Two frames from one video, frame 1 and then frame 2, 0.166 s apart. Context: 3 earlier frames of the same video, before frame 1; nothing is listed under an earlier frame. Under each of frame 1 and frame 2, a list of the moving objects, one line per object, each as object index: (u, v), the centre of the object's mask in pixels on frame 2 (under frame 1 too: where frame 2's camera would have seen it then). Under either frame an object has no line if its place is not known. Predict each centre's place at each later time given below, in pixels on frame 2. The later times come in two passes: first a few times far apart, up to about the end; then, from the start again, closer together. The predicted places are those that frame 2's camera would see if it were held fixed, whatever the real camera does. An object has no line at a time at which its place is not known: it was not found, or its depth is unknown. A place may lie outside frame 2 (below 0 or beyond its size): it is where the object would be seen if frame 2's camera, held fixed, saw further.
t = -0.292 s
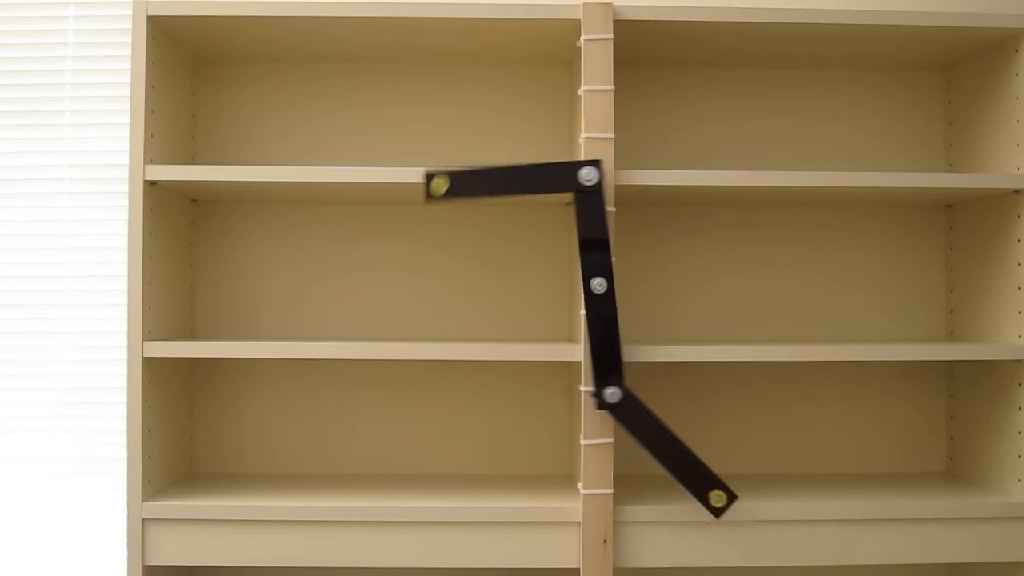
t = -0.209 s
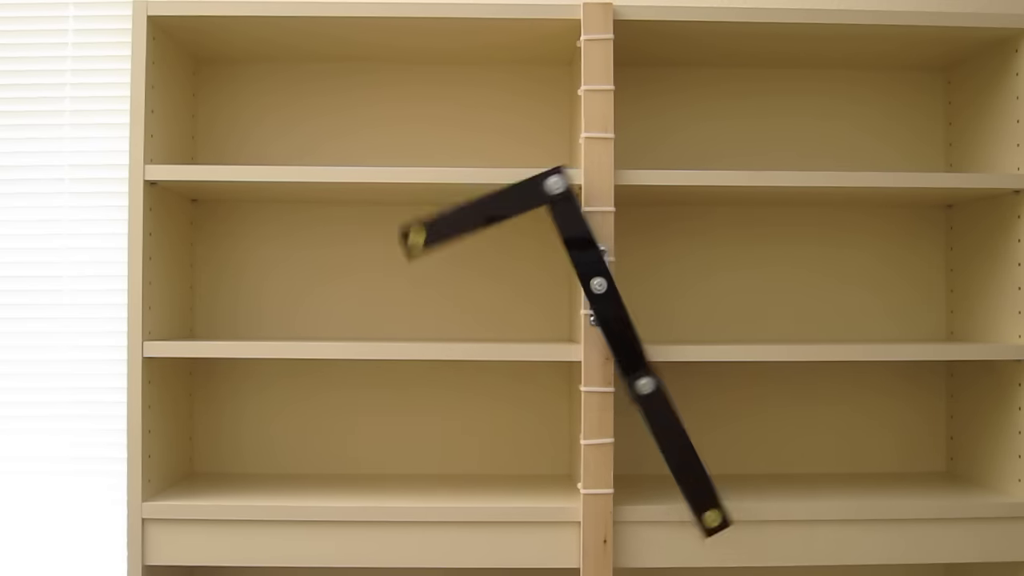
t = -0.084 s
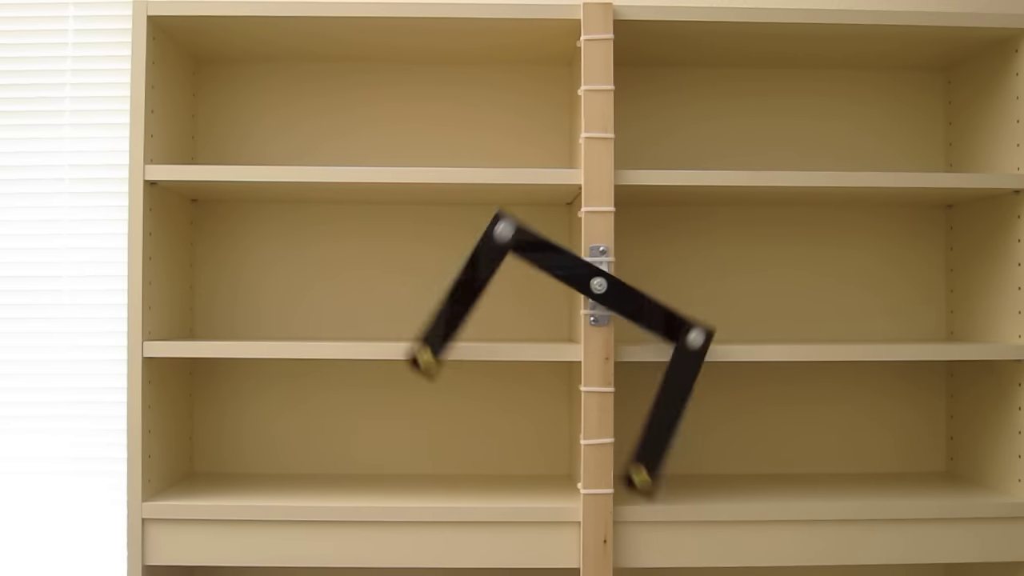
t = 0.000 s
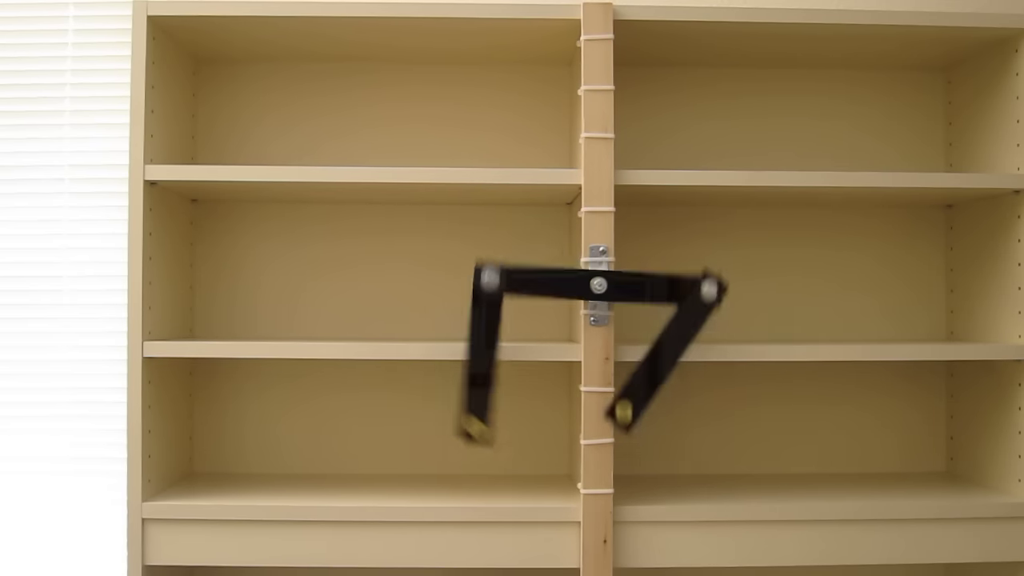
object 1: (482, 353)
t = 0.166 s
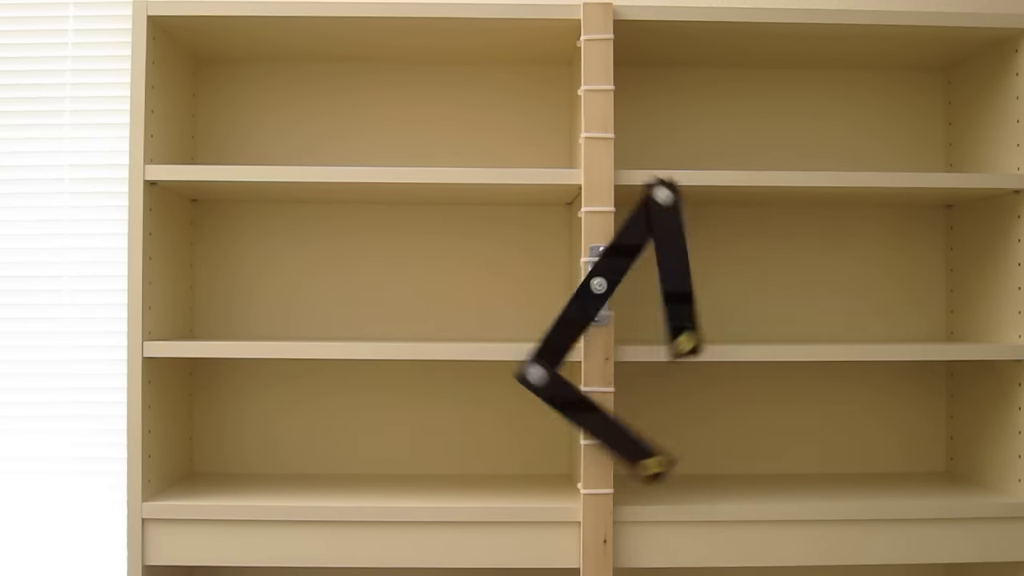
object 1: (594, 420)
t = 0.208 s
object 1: (624, 418)
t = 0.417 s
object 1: (698, 376)
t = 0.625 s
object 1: (688, 386)
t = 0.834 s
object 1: (646, 412)
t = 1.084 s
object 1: (543, 408)
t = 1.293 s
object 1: (466, 317)
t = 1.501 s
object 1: (467, 251)
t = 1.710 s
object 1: (489, 203)
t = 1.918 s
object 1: (497, 193)
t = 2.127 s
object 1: (464, 269)
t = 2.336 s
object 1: (521, 397)
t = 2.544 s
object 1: (671, 405)
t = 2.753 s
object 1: (721, 340)
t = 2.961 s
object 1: (722, 337)
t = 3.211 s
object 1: (689, 385)
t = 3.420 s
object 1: (588, 419)
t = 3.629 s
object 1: (471, 334)
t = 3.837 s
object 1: (478, 220)
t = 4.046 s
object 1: (524, 171)
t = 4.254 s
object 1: (549, 158)
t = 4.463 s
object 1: (511, 181)
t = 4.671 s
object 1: (464, 297)
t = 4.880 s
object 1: (556, 413)
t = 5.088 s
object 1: (658, 406)
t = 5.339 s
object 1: (662, 404)
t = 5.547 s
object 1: (623, 418)
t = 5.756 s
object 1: (561, 414)
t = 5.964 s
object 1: (476, 344)
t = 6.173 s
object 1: (463, 289)
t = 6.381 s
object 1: (471, 233)
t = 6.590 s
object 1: (475, 226)
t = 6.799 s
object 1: (463, 271)
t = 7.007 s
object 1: (511, 387)
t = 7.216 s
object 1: (628, 419)
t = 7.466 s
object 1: (713, 355)
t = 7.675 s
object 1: (712, 357)
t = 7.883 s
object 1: (663, 404)
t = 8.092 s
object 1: (562, 415)
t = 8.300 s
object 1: (469, 324)
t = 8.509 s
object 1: (468, 245)
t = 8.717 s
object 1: (480, 216)
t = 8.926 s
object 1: (476, 224)
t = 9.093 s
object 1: (466, 254)
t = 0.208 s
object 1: (624, 418)
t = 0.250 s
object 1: (648, 411)
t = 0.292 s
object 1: (667, 401)
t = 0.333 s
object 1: (682, 392)
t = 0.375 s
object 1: (692, 383)
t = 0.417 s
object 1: (698, 376)
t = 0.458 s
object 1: (701, 373)
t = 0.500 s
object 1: (701, 373)
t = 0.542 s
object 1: (697, 377)
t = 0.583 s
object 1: (692, 382)
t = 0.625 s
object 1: (688, 386)
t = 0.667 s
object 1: (682, 391)
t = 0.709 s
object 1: (677, 396)
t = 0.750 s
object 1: (668, 401)
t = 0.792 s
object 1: (658, 406)
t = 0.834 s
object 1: (646, 412)
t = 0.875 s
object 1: (634, 416)
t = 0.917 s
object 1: (621, 419)
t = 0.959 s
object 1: (606, 421)
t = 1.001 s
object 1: (588, 420)
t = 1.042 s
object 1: (567, 417)
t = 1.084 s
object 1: (543, 408)
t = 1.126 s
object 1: (519, 394)
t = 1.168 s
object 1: (498, 376)
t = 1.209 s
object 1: (483, 357)
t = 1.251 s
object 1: (472, 336)
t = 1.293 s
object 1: (466, 317)
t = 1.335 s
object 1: (464, 302)
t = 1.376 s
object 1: (462, 290)
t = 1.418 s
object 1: (462, 278)
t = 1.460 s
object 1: (464, 265)
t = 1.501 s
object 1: (467, 251)
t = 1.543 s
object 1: (471, 236)
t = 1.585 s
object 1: (477, 224)
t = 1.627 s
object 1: (482, 214)
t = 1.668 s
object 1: (486, 207)
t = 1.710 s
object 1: (489, 203)
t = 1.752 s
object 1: (491, 200)
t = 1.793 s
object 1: (494, 197)
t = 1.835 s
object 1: (496, 194)
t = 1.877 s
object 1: (498, 192)
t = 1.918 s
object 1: (497, 193)
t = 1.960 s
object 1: (493, 199)
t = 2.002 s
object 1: (486, 208)
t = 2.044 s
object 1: (477, 222)
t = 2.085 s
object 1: (469, 243)
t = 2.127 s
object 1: (464, 269)
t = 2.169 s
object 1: (464, 298)
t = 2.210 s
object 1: (471, 328)
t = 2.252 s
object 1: (482, 355)
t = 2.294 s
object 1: (499, 377)
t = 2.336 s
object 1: (521, 397)
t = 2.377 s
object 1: (550, 415)
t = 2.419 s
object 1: (584, 425)
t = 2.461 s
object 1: (615, 424)
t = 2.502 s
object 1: (645, 417)
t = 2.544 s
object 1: (671, 405)
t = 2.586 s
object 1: (695, 390)
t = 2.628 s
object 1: (698, 375)
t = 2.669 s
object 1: (709, 361)
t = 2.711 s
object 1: (717, 349)
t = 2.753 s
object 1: (721, 340)
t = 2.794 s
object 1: (724, 334)
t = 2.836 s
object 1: (725, 331)
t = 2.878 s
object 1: (725, 331)
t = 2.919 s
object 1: (724, 333)
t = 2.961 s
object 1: (722, 337)
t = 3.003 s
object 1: (720, 342)
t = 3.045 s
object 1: (717, 348)
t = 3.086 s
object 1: (712, 356)
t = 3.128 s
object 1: (706, 365)
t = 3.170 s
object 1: (698, 375)
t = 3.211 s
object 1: (689, 385)
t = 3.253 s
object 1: (676, 396)
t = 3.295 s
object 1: (660, 405)
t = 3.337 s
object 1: (640, 414)
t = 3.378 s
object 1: (617, 419)
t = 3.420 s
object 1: (588, 419)
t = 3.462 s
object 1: (559, 413)
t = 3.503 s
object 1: (531, 402)
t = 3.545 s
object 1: (506, 384)
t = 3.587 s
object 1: (486, 361)
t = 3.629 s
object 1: (471, 334)
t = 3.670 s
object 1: (464, 305)
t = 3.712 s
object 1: (462, 278)
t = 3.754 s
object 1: (465, 256)
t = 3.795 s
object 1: (471, 236)
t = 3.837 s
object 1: (478, 220)
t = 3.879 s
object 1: (487, 206)
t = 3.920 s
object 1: (496, 195)
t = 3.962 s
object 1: (506, 185)
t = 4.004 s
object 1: (515, 178)
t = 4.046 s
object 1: (524, 171)
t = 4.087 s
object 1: (531, 167)
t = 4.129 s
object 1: (537, 163)
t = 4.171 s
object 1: (543, 161)
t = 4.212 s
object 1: (548, 159)
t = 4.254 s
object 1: (549, 158)
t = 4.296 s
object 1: (548, 159)
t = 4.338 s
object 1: (543, 161)
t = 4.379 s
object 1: (535, 164)
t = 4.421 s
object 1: (525, 170)
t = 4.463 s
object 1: (511, 181)
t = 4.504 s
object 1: (495, 196)
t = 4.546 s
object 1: (480, 216)
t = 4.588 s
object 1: (469, 241)
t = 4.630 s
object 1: (463, 268)
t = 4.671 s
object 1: (464, 297)
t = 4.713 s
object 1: (470, 329)
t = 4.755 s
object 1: (484, 358)
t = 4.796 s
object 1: (504, 380)
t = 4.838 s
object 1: (529, 400)
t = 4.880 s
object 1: (556, 413)
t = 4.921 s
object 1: (583, 419)
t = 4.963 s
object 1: (608, 420)
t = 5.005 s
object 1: (629, 418)
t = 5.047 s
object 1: (645, 412)
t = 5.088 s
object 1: (658, 406)
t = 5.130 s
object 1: (668, 401)
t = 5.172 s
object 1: (674, 397)
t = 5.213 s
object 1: (676, 396)
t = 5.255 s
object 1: (673, 398)
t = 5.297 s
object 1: (668, 401)
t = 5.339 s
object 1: (662, 404)
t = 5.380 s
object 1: (656, 408)
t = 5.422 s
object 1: (650, 410)
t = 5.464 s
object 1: (642, 413)
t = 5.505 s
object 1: (633, 416)
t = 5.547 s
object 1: (623, 418)
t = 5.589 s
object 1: (612, 420)
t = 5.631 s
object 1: (601, 421)
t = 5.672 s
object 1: (591, 421)
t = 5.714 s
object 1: (579, 420)
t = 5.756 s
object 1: (561, 414)
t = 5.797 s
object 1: (541, 407)
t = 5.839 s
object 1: (521, 396)
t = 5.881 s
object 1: (502, 379)
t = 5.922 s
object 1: (487, 361)
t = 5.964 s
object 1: (476, 344)
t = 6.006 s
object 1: (470, 328)
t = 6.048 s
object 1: (467, 316)
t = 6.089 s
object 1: (465, 308)
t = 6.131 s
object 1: (464, 299)
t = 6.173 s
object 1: (463, 289)
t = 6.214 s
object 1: (463, 276)
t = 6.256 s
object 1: (464, 262)
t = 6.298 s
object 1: (467, 249)
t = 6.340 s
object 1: (469, 240)
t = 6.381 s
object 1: (471, 233)
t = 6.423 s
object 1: (473, 230)
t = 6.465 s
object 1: (474, 229)
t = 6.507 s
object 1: (474, 229)
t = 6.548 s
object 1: (474, 228)
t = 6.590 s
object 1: (475, 226)
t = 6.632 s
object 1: (475, 225)
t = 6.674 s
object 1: (474, 229)
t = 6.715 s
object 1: (470, 238)
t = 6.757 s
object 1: (466, 251)
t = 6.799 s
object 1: (463, 271)
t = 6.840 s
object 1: (463, 295)
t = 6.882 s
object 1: (468, 324)
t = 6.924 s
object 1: (479, 349)
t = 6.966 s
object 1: (494, 371)
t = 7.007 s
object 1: (511, 387)
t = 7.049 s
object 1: (530, 401)
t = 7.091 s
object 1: (552, 412)
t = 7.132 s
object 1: (577, 419)
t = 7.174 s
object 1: (602, 421)
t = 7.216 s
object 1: (628, 419)
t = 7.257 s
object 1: (649, 411)
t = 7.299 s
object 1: (670, 401)
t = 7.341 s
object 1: (685, 389)
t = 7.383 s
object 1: (698, 376)
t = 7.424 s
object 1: (708, 364)
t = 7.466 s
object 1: (713, 355)
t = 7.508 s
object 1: (717, 348)
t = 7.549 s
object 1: (719, 345)
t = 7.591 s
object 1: (719, 346)
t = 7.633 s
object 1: (716, 350)
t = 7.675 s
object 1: (712, 357)
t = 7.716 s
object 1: (706, 365)
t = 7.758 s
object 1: (698, 375)
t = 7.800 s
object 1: (697, 384)
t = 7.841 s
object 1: (678, 395)
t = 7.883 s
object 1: (663, 404)
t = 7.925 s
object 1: (646, 412)
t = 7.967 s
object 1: (627, 418)
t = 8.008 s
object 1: (606, 420)
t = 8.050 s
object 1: (586, 422)
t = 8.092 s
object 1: (562, 415)
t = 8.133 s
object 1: (538, 405)
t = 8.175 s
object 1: (517, 393)
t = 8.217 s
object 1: (496, 375)
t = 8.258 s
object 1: (480, 350)
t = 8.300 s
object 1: (469, 324)
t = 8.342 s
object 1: (464, 299)
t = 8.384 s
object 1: (463, 279)
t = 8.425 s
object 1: (464, 264)
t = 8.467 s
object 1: (466, 253)
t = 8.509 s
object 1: (468, 245)
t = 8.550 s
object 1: (470, 239)
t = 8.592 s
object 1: (472, 233)
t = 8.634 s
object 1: (475, 226)
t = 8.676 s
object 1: (478, 220)
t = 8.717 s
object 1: (480, 216)
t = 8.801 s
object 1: (481, 215)
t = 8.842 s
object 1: (479, 218)
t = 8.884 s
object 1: (478, 221)
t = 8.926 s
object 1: (476, 224)
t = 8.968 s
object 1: (474, 227)
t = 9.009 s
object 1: (472, 232)
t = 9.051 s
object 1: (470, 240)
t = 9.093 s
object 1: (466, 254)
